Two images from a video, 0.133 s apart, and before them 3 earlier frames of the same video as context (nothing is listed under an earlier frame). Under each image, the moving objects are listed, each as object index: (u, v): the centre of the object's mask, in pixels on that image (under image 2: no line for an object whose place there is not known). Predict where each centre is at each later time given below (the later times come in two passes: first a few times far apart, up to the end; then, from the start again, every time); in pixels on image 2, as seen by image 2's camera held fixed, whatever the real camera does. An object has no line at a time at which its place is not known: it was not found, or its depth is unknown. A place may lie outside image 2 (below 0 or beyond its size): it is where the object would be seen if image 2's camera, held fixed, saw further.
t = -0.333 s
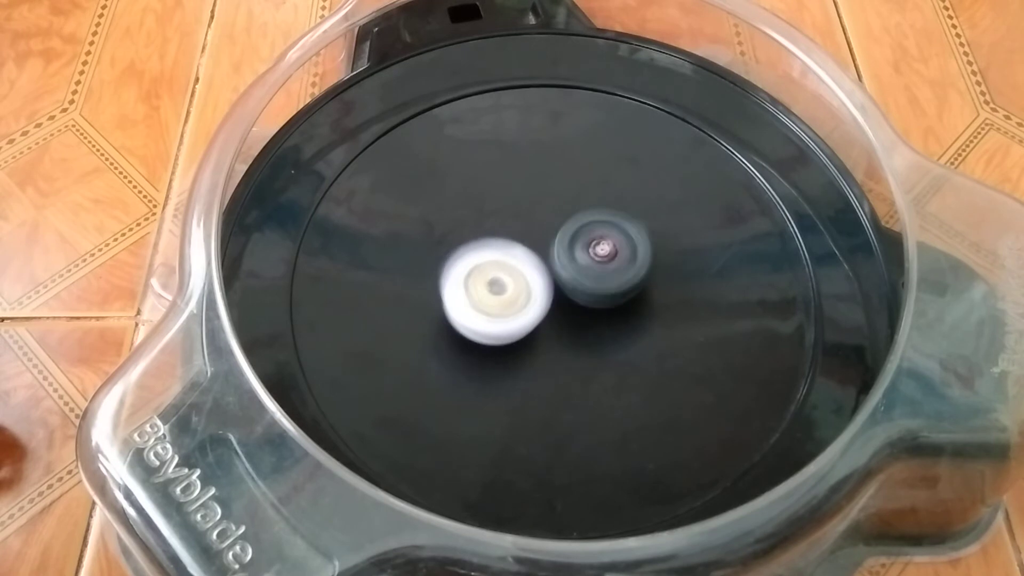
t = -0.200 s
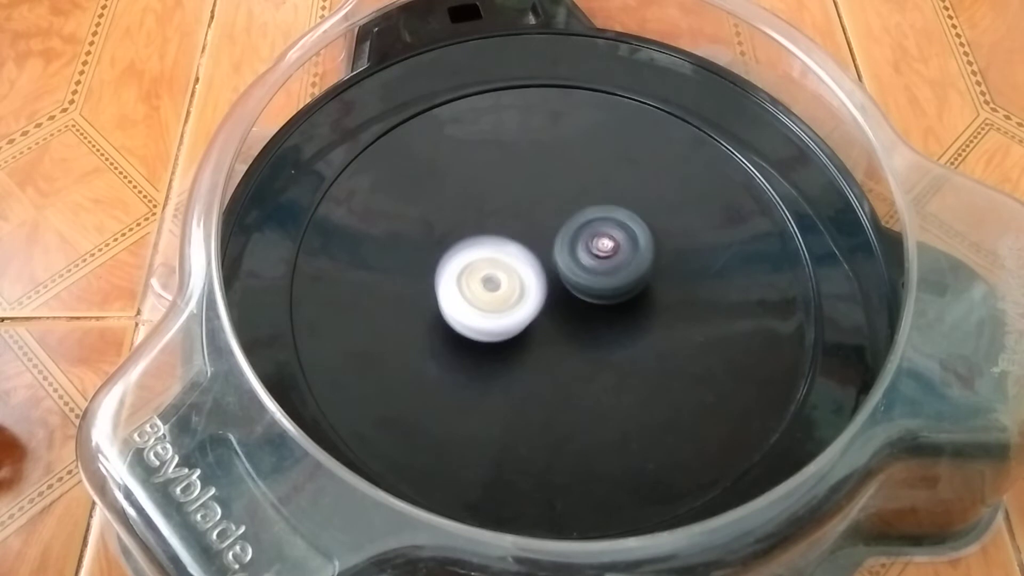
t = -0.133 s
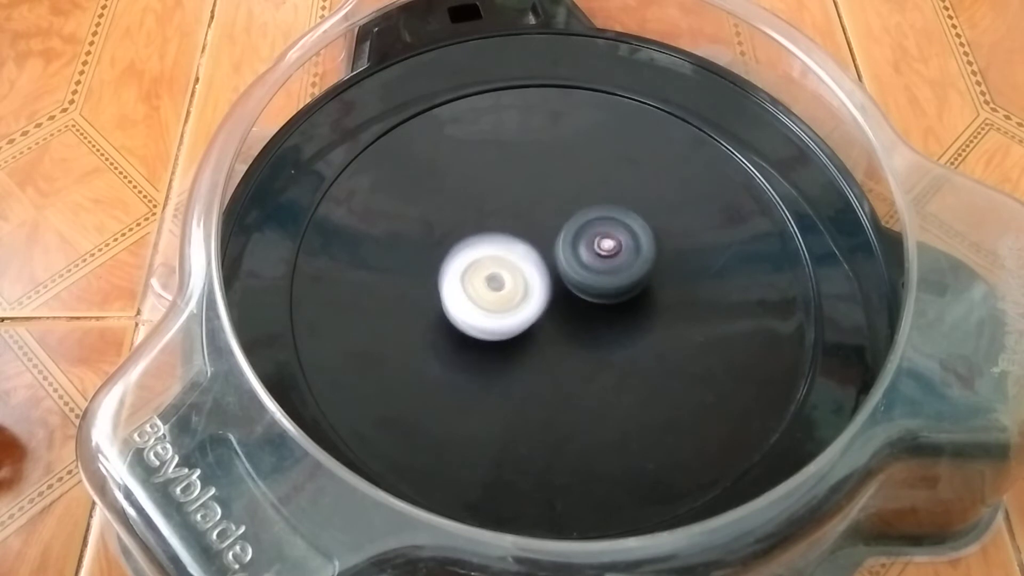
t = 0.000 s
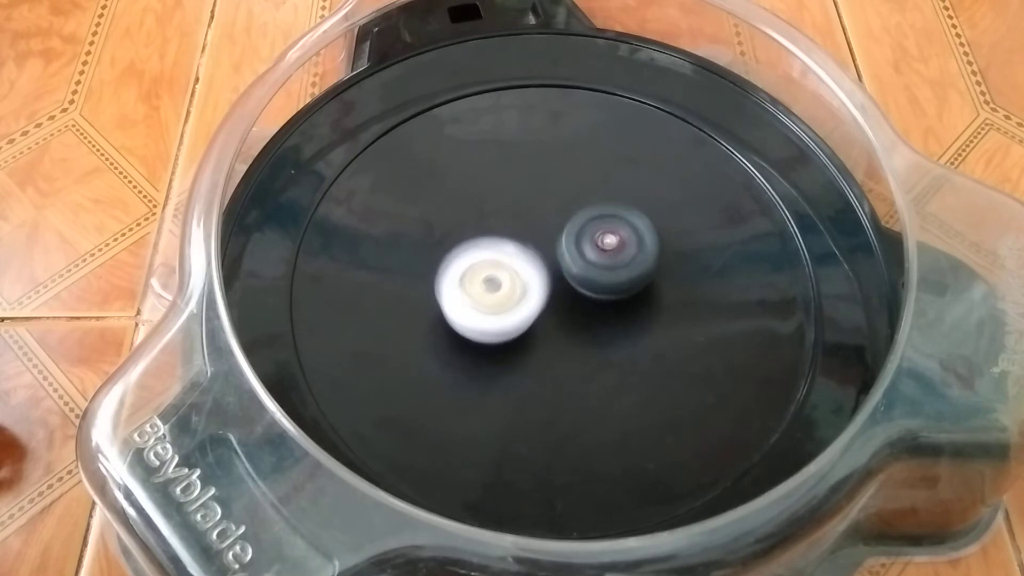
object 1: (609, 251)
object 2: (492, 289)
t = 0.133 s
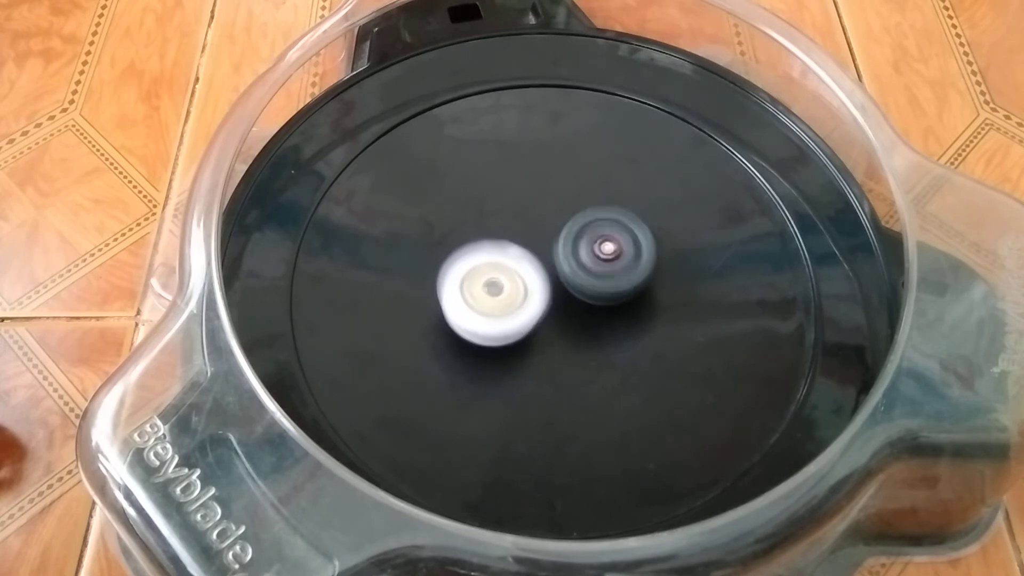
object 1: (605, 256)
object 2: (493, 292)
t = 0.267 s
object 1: (602, 261)
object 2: (501, 294)
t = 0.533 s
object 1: (609, 261)
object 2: (506, 297)
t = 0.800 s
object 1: (608, 262)
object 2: (506, 297)
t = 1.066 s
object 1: (621, 252)
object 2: (499, 290)
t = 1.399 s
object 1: (612, 258)
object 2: (513, 296)
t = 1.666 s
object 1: (614, 268)
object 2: (508, 295)
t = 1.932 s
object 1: (645, 253)
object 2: (481, 287)
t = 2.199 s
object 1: (616, 254)
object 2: (504, 288)
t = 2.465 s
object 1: (603, 265)
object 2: (501, 299)
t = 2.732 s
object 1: (604, 260)
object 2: (497, 292)
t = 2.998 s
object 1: (608, 264)
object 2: (503, 289)
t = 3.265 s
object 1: (619, 268)
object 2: (513, 292)
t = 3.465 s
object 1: (615, 277)
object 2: (501, 294)
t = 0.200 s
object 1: (602, 257)
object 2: (497, 293)
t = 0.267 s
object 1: (602, 261)
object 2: (501, 294)
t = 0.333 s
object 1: (604, 261)
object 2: (502, 294)
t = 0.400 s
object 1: (606, 260)
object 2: (499, 296)
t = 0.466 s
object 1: (608, 262)
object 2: (503, 296)
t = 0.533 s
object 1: (609, 261)
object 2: (506, 297)
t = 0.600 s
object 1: (610, 260)
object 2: (505, 297)
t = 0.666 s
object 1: (611, 256)
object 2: (502, 297)
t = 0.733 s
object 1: (606, 259)
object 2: (503, 298)
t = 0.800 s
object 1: (608, 262)
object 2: (506, 297)
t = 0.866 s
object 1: (616, 255)
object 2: (498, 296)
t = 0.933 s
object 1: (626, 250)
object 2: (494, 294)
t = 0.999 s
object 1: (621, 249)
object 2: (495, 292)
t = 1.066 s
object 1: (621, 252)
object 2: (499, 290)
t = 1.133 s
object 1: (620, 252)
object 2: (506, 289)
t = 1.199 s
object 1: (617, 256)
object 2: (513, 288)
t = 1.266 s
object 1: (617, 257)
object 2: (515, 289)
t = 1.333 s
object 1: (616, 257)
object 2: (514, 293)
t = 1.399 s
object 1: (612, 258)
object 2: (513, 296)
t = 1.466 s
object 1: (616, 261)
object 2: (509, 299)
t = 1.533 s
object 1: (616, 259)
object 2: (508, 299)
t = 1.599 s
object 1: (611, 262)
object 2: (509, 298)
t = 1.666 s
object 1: (614, 268)
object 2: (508, 295)
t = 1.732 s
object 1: (617, 266)
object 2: (509, 291)
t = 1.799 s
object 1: (617, 267)
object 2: (501, 291)
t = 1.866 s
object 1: (636, 257)
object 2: (482, 290)
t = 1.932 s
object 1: (645, 253)
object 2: (481, 287)
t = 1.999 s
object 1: (644, 249)
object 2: (483, 286)
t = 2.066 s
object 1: (640, 247)
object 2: (487, 283)
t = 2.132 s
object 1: (630, 250)
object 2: (497, 284)
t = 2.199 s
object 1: (616, 254)
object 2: (504, 288)
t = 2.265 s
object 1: (605, 259)
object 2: (504, 292)
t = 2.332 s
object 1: (601, 263)
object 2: (496, 294)
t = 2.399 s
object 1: (602, 265)
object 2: (499, 297)
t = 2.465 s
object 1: (603, 265)
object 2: (501, 299)
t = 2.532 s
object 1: (598, 261)
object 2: (497, 299)
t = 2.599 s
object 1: (598, 261)
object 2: (496, 295)
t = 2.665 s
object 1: (600, 260)
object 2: (499, 295)
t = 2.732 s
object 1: (604, 260)
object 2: (497, 292)
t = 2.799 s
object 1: (603, 261)
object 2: (504, 291)
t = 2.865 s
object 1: (606, 262)
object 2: (503, 292)
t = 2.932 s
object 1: (605, 260)
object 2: (503, 290)
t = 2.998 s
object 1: (608, 264)
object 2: (503, 289)
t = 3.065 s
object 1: (612, 267)
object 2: (504, 289)
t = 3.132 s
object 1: (622, 268)
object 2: (504, 288)
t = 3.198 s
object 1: (625, 266)
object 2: (508, 287)
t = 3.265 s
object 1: (619, 268)
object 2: (513, 292)
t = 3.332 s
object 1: (612, 276)
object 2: (507, 296)
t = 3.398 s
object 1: (616, 281)
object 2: (501, 296)
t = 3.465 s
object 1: (615, 277)
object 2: (501, 294)
